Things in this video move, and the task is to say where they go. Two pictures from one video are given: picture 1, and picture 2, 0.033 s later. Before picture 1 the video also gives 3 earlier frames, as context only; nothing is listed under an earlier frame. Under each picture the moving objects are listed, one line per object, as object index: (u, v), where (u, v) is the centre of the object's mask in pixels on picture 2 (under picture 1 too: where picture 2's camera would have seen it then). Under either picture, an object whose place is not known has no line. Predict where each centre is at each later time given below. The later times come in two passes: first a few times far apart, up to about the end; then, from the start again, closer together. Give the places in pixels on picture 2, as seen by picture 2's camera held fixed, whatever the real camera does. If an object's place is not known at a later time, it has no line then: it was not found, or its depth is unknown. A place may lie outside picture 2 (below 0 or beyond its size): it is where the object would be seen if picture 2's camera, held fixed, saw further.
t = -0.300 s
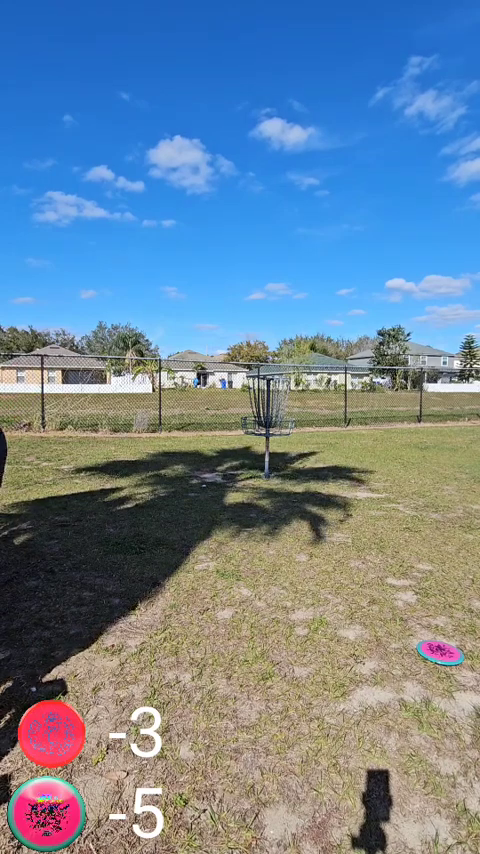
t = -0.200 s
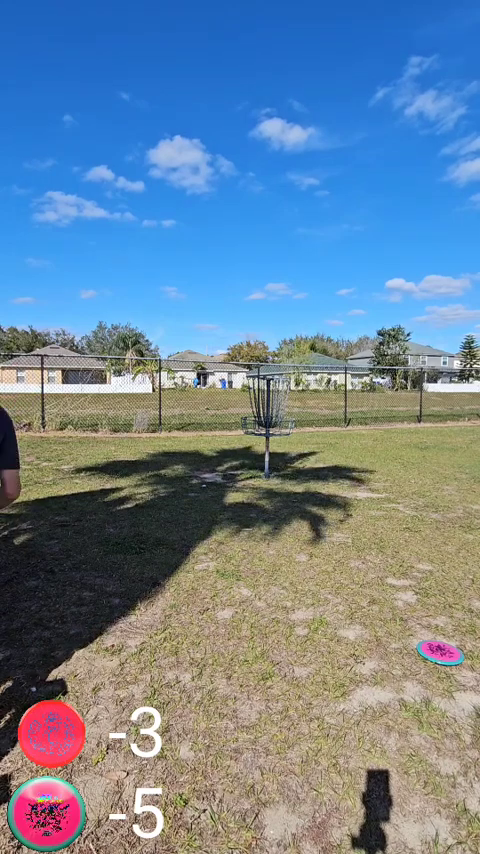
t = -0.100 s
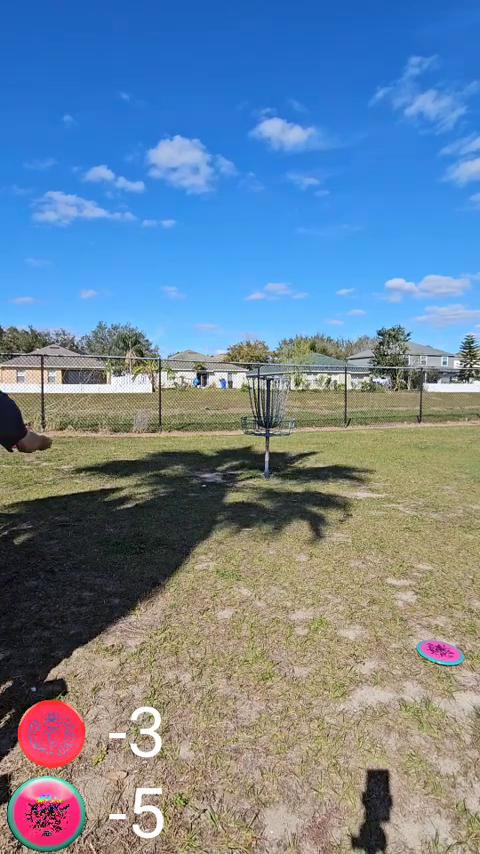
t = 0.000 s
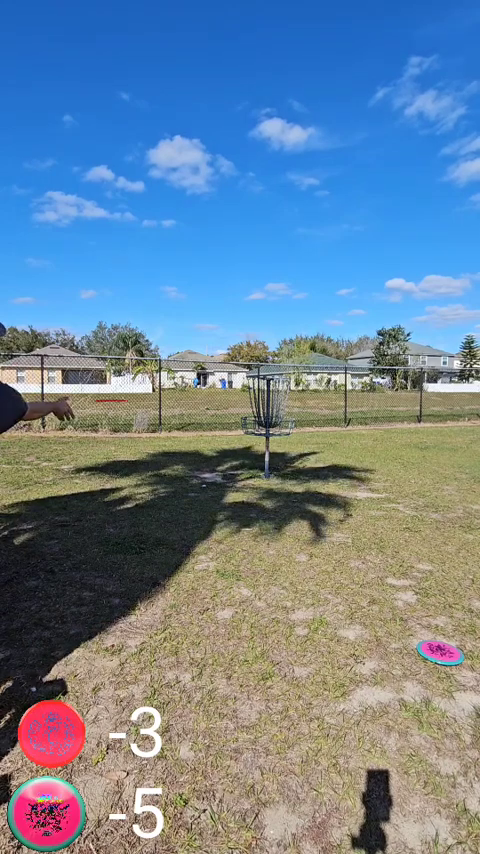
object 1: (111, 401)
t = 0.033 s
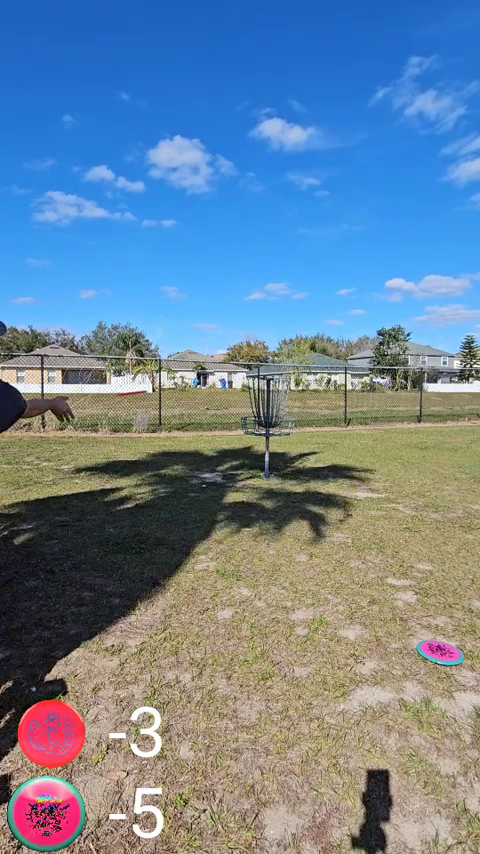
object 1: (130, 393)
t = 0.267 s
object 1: (230, 395)
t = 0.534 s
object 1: (285, 423)
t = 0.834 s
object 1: (281, 426)
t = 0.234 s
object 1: (220, 391)
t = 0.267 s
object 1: (230, 395)
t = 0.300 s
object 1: (241, 398)
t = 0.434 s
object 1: (272, 415)
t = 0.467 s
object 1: (283, 425)
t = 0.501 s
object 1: (283, 424)
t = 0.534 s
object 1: (285, 423)
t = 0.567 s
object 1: (284, 425)
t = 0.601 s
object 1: (283, 422)
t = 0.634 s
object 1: (282, 423)
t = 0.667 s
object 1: (282, 423)
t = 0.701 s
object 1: (282, 423)
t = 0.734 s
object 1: (282, 424)
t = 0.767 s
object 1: (282, 424)
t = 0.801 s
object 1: (282, 425)
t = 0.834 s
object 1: (281, 426)
